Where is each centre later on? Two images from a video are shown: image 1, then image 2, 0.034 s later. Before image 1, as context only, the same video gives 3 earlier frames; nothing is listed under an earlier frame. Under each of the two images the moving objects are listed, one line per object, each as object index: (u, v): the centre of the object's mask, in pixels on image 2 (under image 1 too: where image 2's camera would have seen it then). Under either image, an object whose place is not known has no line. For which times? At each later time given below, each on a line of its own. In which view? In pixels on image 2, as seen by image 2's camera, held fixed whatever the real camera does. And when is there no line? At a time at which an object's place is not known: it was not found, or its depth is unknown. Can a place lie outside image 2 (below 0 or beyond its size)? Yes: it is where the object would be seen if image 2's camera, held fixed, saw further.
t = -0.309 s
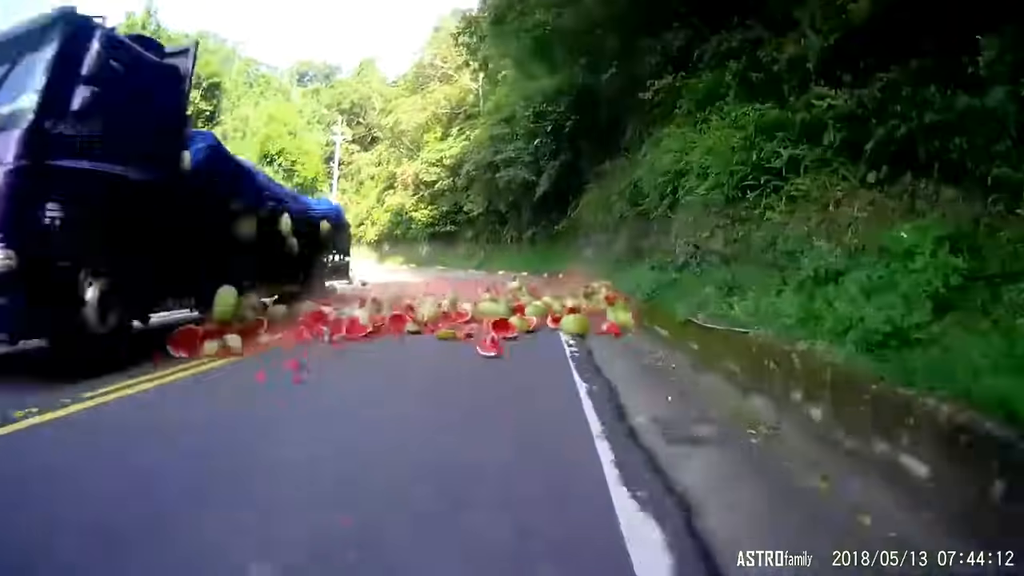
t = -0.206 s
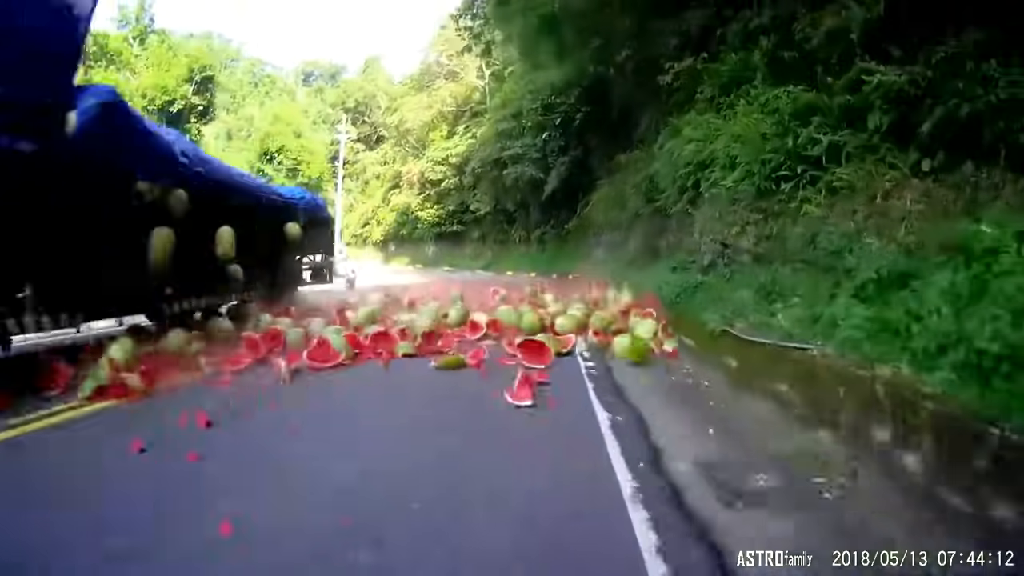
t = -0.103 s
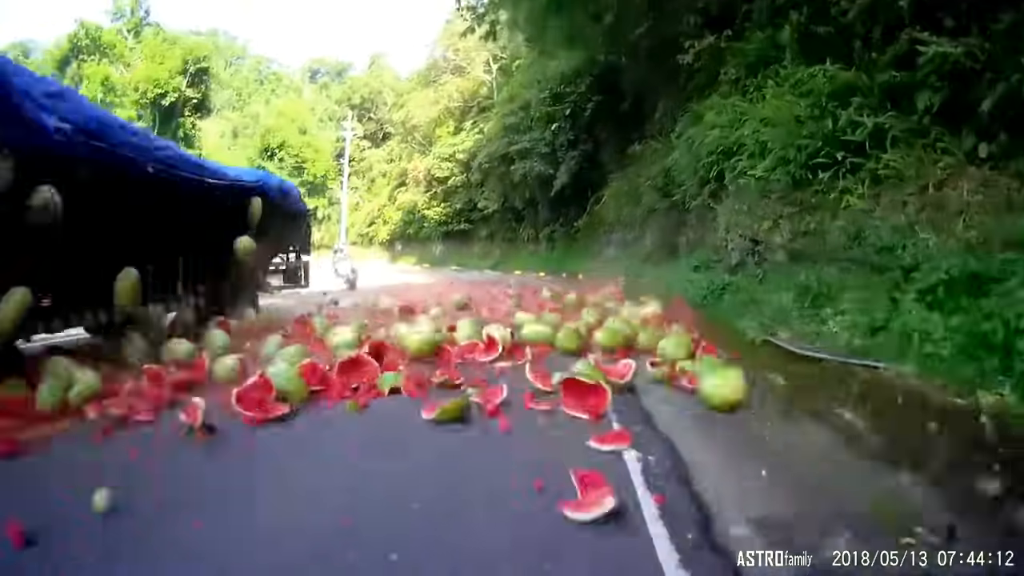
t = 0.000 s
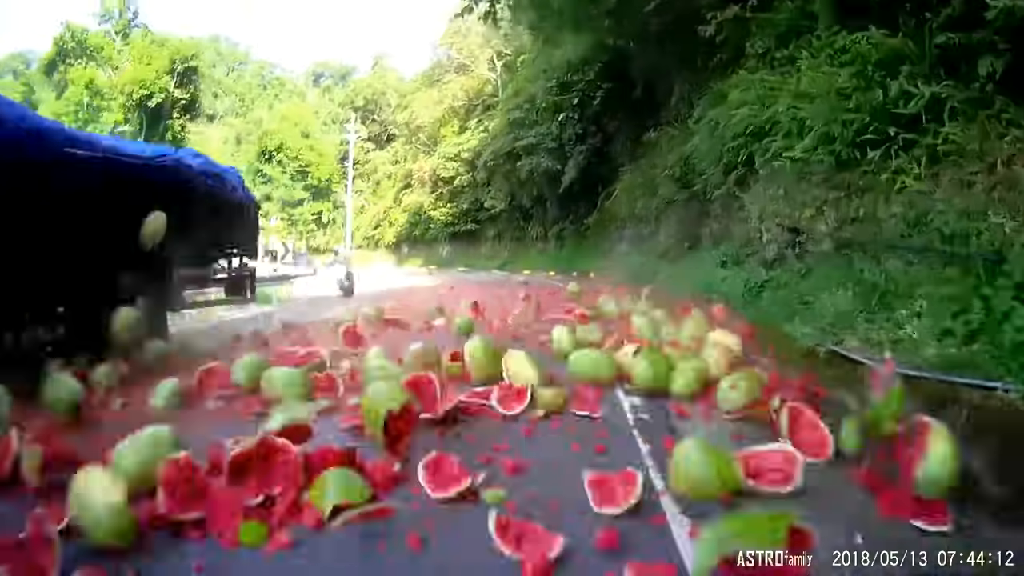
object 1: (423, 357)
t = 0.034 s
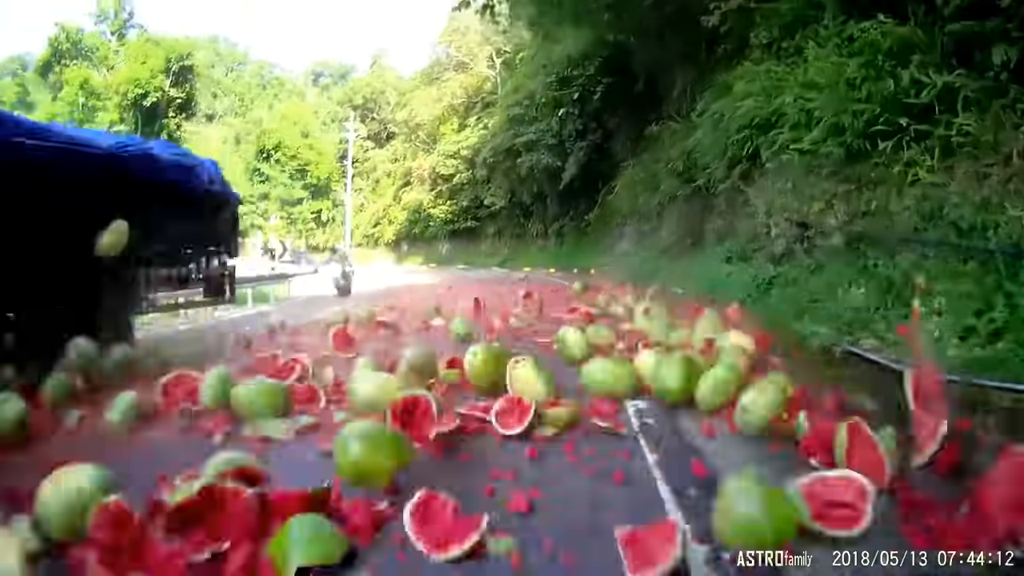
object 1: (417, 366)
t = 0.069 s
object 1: (410, 377)
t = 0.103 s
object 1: (402, 389)
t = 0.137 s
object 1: (397, 397)
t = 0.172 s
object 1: (383, 422)
